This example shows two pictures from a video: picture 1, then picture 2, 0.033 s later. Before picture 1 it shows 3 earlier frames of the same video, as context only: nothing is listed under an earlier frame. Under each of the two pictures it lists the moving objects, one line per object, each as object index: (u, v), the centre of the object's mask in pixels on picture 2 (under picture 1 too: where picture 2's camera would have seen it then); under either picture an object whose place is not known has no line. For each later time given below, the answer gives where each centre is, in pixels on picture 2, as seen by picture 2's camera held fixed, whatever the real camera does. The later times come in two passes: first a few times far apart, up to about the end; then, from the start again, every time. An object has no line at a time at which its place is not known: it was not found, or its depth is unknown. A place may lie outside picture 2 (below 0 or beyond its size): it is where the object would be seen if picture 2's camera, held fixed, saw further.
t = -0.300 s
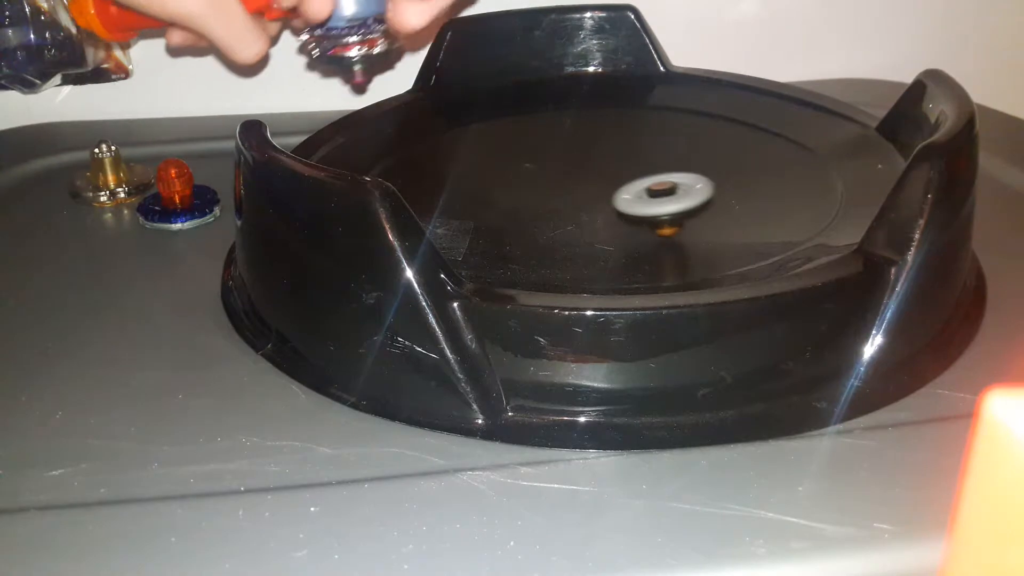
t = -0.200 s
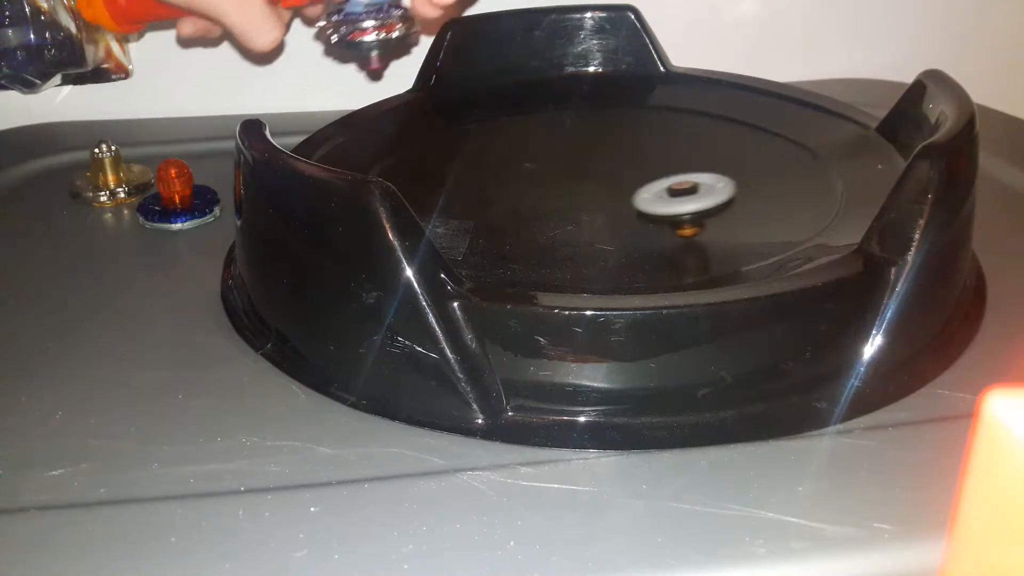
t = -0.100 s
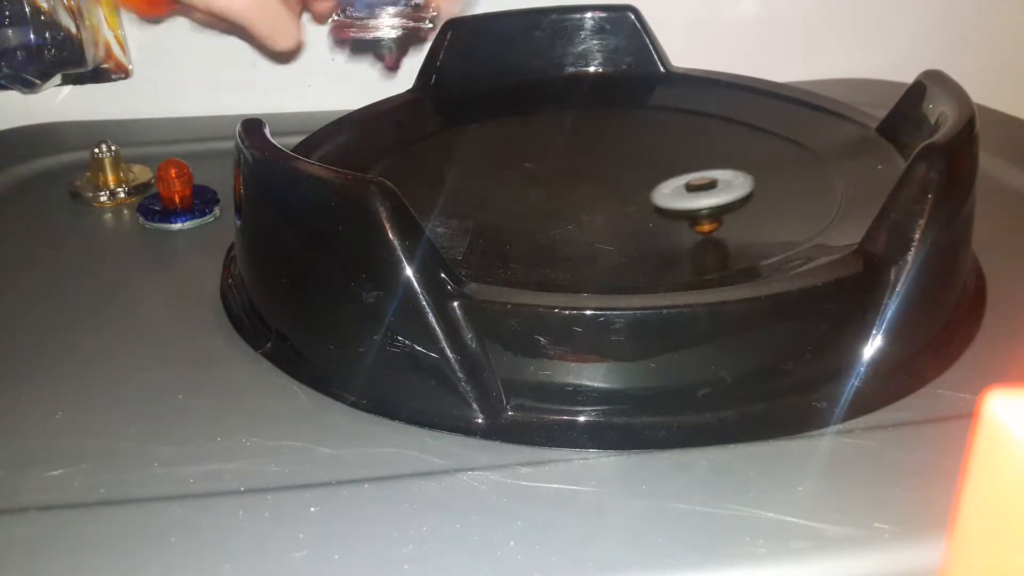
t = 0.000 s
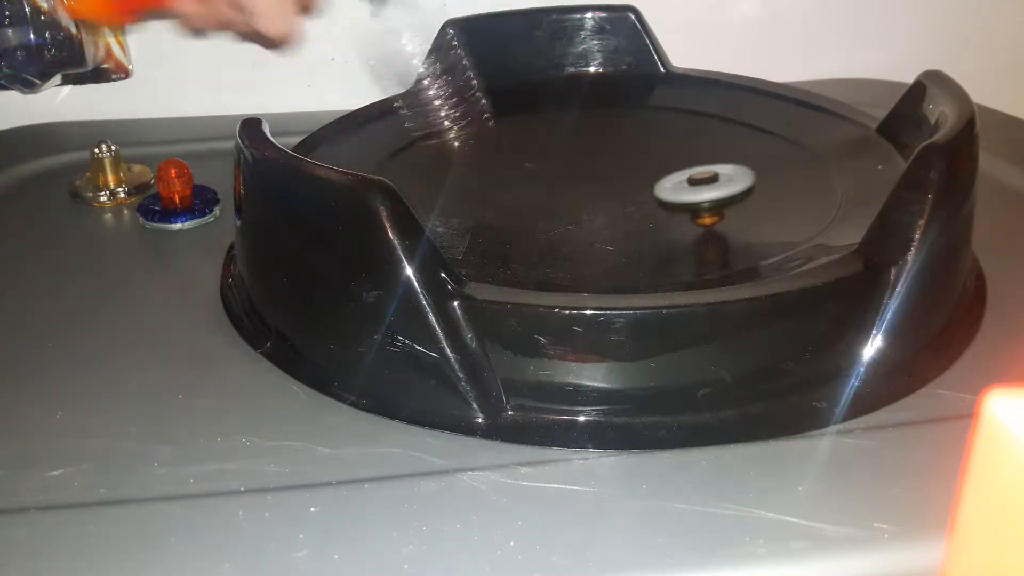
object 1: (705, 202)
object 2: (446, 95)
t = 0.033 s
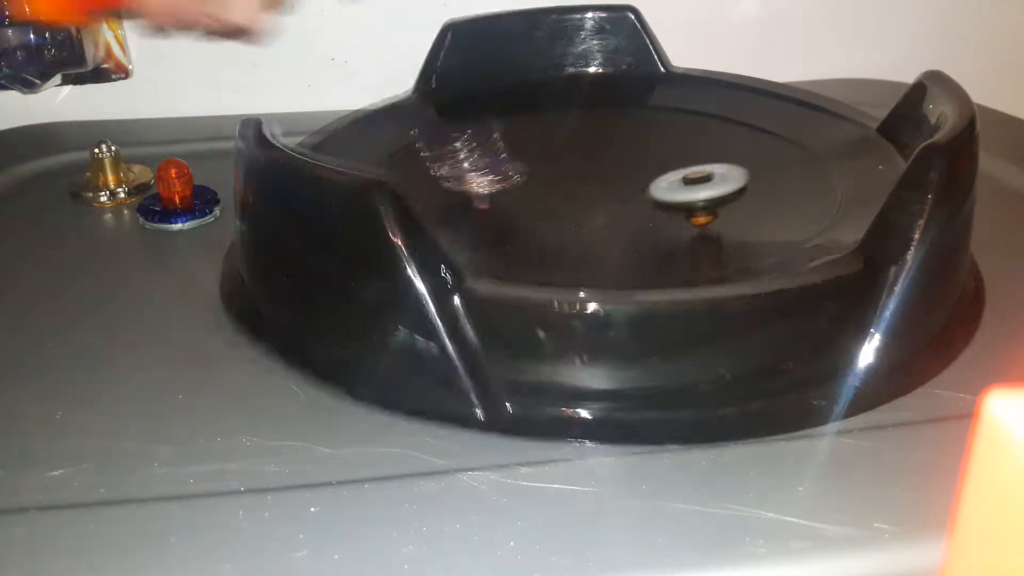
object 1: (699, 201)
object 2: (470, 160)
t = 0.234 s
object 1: (635, 203)
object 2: (529, 178)
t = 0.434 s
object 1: (691, 219)
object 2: (417, 180)
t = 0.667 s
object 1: (716, 198)
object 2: (496, 224)
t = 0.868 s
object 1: (666, 193)
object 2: (602, 219)
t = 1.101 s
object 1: (608, 154)
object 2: (618, 200)
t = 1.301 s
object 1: (512, 165)
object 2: (579, 192)
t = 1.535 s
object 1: (454, 212)
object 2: (558, 201)
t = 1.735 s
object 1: (486, 231)
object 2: (586, 201)
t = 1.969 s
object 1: (583, 233)
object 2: (599, 180)
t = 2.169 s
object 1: (649, 222)
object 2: (582, 187)
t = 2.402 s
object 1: (703, 212)
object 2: (584, 191)
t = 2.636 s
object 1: (693, 186)
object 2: (599, 195)
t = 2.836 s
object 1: (673, 180)
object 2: (594, 204)
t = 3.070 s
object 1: (621, 160)
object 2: (607, 209)
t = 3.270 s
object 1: (580, 183)
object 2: (620, 217)
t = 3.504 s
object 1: (539, 206)
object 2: (631, 209)
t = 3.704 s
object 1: (482, 196)
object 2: (625, 207)
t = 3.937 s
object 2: (574, 207)
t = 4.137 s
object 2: (574, 212)
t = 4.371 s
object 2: (592, 203)
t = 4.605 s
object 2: (545, 198)
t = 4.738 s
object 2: (536, 200)
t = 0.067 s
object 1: (692, 203)
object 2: (495, 164)
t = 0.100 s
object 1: (681, 197)
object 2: (510, 160)
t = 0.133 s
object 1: (672, 197)
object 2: (525, 166)
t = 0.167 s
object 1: (661, 201)
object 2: (532, 170)
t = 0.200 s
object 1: (649, 201)
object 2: (533, 173)
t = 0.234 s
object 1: (635, 203)
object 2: (529, 178)
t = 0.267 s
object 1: (623, 205)
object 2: (522, 183)
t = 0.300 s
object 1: (610, 206)
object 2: (517, 188)
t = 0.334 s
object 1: (628, 220)
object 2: (493, 189)
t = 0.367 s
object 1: (655, 216)
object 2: (457, 185)
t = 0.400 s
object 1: (675, 218)
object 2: (433, 184)
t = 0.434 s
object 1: (691, 219)
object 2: (417, 180)
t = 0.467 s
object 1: (704, 216)
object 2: (406, 180)
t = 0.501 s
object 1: (713, 213)
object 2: (410, 184)
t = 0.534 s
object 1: (719, 210)
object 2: (426, 195)
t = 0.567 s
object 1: (724, 207)
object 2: (442, 205)
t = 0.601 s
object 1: (725, 203)
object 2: (456, 213)
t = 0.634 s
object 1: (722, 200)
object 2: (473, 221)
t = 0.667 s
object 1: (716, 198)
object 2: (496, 224)
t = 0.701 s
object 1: (707, 196)
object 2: (522, 226)
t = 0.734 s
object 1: (697, 195)
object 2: (546, 226)
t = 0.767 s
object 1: (684, 196)
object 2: (570, 225)
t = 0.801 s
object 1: (671, 196)
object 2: (590, 222)
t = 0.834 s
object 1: (671, 201)
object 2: (605, 219)
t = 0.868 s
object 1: (666, 193)
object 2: (602, 219)
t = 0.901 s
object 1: (668, 171)
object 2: (599, 219)
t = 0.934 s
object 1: (667, 161)
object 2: (601, 218)
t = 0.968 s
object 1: (659, 154)
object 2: (608, 215)
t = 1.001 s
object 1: (651, 152)
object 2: (614, 212)
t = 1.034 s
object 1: (640, 152)
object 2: (618, 208)
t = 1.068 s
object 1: (627, 153)
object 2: (619, 205)
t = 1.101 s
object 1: (608, 154)
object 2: (618, 200)
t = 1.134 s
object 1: (589, 157)
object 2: (614, 197)
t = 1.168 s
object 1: (571, 160)
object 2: (608, 193)
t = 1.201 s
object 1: (554, 168)
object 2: (599, 190)
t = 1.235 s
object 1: (535, 171)
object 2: (591, 189)
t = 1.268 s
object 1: (525, 164)
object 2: (585, 190)
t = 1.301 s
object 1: (512, 165)
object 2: (579, 192)
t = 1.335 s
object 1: (496, 177)
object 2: (573, 193)
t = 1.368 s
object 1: (487, 182)
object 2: (567, 193)
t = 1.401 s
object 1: (478, 188)
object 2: (564, 194)
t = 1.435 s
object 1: (470, 193)
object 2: (561, 195)
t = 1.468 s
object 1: (463, 200)
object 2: (558, 197)
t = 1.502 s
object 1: (460, 206)
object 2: (557, 199)
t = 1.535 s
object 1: (454, 212)
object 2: (558, 201)
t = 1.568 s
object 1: (455, 217)
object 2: (560, 202)
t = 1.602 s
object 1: (458, 221)
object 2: (564, 202)
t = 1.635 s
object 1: (463, 225)
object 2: (568, 203)
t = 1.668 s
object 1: (467, 220)
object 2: (572, 202)
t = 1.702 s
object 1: (480, 229)
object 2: (576, 202)
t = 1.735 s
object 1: (486, 231)
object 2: (586, 201)
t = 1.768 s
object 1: (494, 226)
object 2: (595, 200)
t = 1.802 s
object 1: (507, 227)
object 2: (601, 198)
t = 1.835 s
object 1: (522, 237)
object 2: (606, 195)
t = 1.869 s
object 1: (538, 232)
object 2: (609, 192)
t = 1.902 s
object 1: (555, 233)
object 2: (609, 187)
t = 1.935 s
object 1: (572, 233)
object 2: (605, 182)
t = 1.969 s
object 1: (583, 233)
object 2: (599, 180)
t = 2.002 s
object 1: (598, 233)
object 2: (594, 179)
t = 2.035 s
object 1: (610, 237)
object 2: (588, 180)
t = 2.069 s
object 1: (622, 229)
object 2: (585, 181)
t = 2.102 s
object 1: (631, 227)
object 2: (582, 183)
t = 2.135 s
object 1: (645, 224)
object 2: (582, 185)
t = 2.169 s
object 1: (649, 222)
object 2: (582, 187)
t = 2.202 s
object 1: (658, 220)
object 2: (583, 188)
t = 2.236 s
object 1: (664, 216)
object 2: (584, 189)
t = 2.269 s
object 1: (671, 213)
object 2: (585, 190)
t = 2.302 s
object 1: (678, 218)
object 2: (585, 190)
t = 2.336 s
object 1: (691, 210)
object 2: (584, 190)
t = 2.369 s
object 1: (700, 209)
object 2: (583, 191)
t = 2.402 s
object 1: (703, 212)
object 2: (584, 191)
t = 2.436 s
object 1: (706, 204)
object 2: (584, 191)
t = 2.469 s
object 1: (707, 200)
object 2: (586, 192)
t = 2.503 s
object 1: (707, 196)
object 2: (588, 192)
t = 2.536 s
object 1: (707, 192)
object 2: (591, 193)
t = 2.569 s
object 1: (704, 189)
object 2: (593, 194)
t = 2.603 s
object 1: (699, 187)
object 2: (597, 195)
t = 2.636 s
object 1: (693, 186)
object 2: (599, 195)
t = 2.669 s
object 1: (697, 183)
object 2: (592, 197)
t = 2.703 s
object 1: (701, 182)
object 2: (587, 199)
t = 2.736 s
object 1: (696, 182)
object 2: (586, 200)
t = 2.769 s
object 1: (691, 181)
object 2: (587, 202)
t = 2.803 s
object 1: (682, 180)
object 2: (589, 203)
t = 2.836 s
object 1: (673, 180)
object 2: (594, 204)
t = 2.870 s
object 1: (670, 187)
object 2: (598, 204)
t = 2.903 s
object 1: (665, 187)
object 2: (600, 205)
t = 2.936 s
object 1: (656, 179)
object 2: (596, 207)
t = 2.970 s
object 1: (650, 179)
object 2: (597, 208)
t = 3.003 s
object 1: (645, 182)
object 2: (600, 209)
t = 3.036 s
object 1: (630, 158)
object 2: (604, 209)
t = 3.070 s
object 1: (621, 160)
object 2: (607, 209)
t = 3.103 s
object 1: (612, 162)
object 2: (609, 209)
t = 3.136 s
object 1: (606, 161)
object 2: (609, 211)
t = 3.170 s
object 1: (594, 181)
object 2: (609, 214)
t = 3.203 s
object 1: (591, 180)
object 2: (611, 215)
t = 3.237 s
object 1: (586, 175)
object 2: (615, 217)
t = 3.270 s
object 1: (580, 183)
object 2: (620, 217)
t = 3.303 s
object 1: (571, 185)
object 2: (626, 216)
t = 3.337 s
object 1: (562, 188)
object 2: (630, 216)
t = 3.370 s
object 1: (555, 190)
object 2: (633, 214)
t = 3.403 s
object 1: (548, 193)
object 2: (634, 213)
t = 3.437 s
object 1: (542, 197)
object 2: (634, 211)
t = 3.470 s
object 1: (541, 202)
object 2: (633, 210)
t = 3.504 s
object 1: (539, 206)
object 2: (631, 209)
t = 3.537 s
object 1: (536, 210)
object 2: (628, 208)
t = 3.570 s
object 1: (536, 214)
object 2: (623, 207)
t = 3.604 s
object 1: (518, 201)
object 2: (626, 207)
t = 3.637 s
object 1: (502, 207)
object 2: (631, 206)
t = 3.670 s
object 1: (493, 197)
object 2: (629, 207)
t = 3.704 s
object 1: (482, 196)
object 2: (625, 207)
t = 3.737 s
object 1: (474, 199)
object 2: (619, 208)
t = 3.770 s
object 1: (466, 200)
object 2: (612, 208)
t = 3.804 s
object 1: (457, 203)
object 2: (605, 208)
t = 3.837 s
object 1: (452, 205)
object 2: (597, 207)
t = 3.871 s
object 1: (450, 216)
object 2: (590, 206)
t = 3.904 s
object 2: (583, 207)
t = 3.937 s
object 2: (574, 207)
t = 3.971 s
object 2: (567, 208)
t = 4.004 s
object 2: (561, 209)
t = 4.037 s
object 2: (560, 210)
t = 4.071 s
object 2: (562, 211)
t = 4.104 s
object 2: (566, 212)
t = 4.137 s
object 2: (574, 212)
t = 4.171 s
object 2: (579, 212)
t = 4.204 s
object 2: (584, 212)
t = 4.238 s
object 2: (588, 211)
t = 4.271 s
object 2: (591, 210)
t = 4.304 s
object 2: (593, 208)
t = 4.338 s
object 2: (594, 206)
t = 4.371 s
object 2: (592, 203)
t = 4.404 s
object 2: (588, 202)
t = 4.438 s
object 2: (581, 200)
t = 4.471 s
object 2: (574, 199)
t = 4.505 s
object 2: (567, 199)
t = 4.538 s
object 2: (560, 198)
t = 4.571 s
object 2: (553, 198)
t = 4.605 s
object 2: (545, 198)
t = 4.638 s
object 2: (540, 198)
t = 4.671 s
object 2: (535, 199)
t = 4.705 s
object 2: (532, 199)
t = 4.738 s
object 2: (536, 200)
